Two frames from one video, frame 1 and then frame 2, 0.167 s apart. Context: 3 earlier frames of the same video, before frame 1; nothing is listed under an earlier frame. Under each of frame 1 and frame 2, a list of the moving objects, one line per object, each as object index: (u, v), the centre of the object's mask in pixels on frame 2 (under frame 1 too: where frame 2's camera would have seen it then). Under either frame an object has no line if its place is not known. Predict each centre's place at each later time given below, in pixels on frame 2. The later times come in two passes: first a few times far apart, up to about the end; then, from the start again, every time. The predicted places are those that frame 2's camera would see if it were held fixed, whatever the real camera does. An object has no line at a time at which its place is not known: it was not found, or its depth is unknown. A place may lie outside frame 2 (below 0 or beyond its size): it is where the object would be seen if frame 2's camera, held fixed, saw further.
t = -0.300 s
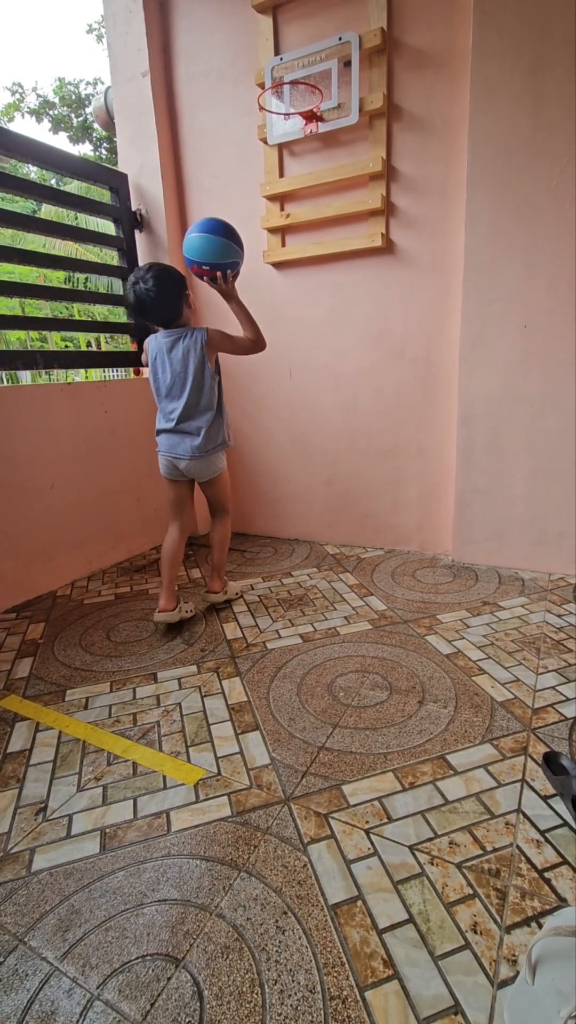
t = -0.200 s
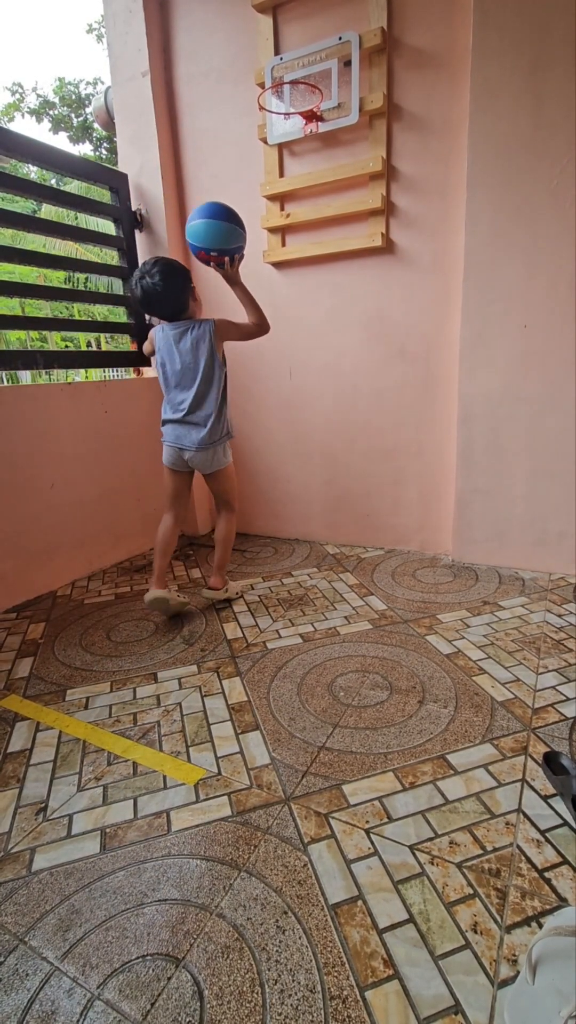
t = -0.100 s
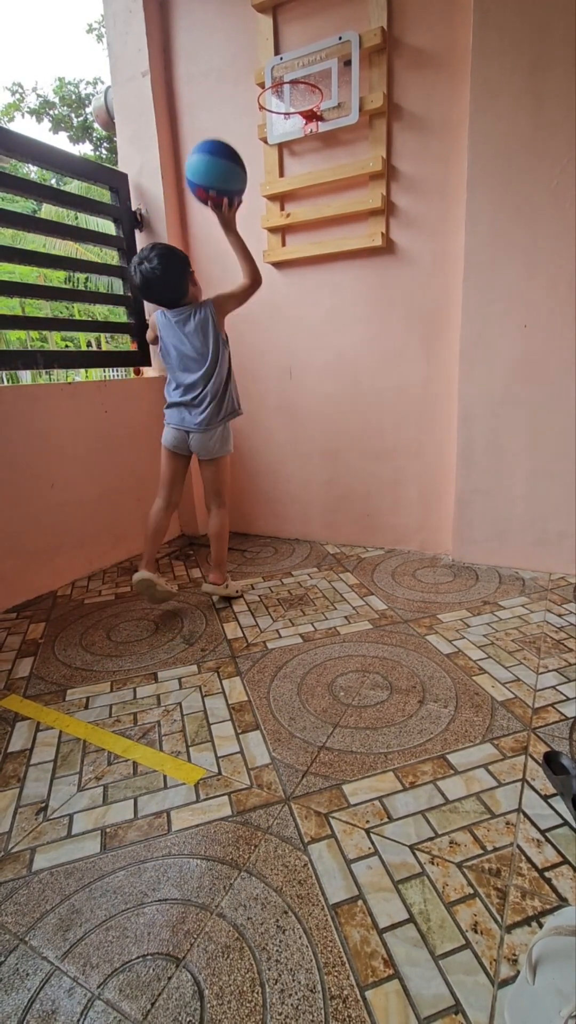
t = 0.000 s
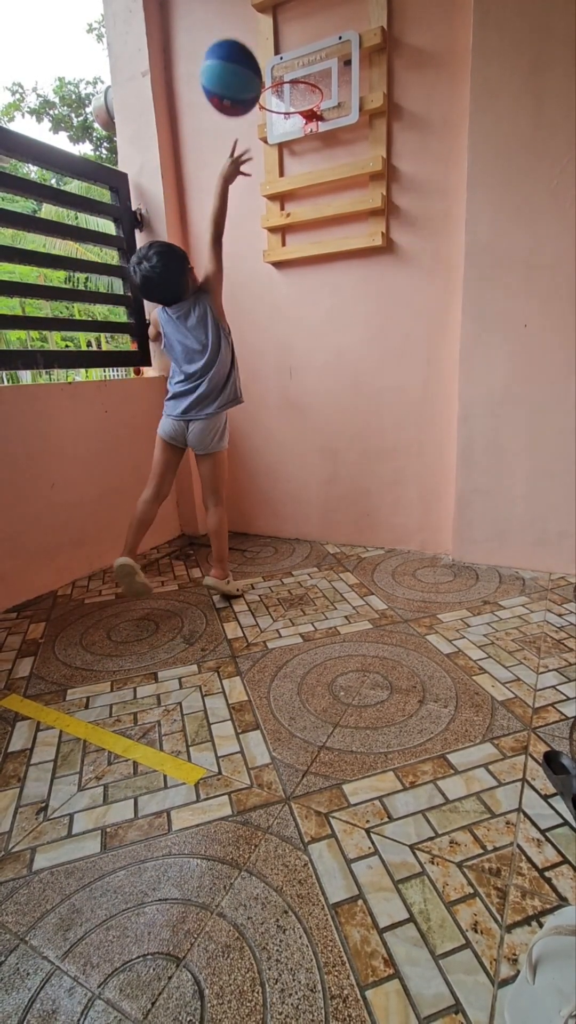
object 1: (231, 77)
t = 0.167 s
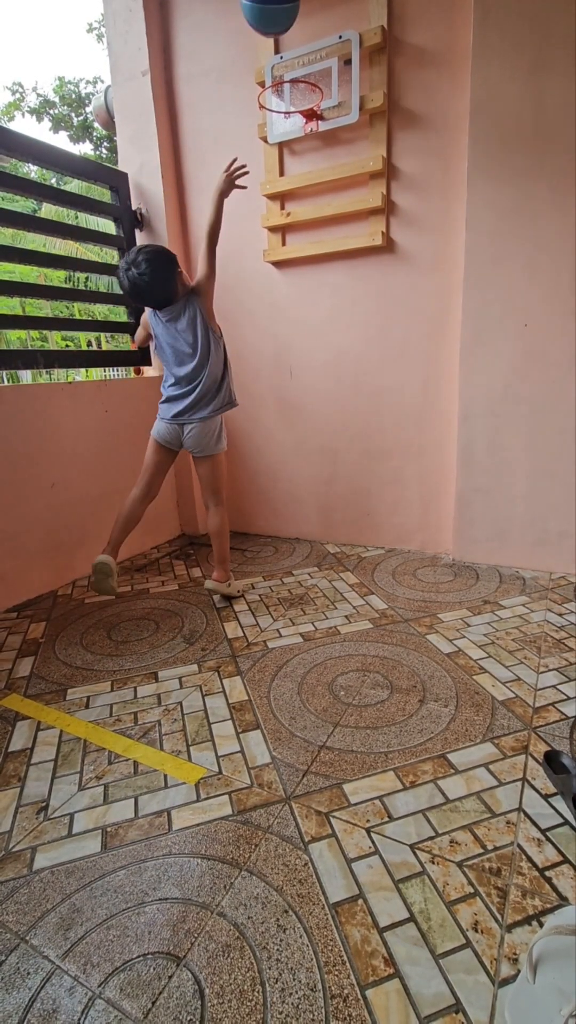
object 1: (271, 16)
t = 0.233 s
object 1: (286, 15)
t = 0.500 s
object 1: (339, 56)
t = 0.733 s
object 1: (356, 107)
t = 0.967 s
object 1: (375, 343)
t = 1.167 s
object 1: (388, 537)
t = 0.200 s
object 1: (278, 15)
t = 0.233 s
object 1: (286, 15)
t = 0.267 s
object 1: (294, 18)
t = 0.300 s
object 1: (302, 22)
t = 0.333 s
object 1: (309, 29)
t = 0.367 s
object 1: (317, 42)
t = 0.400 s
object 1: (325, 61)
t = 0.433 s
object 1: (331, 63)
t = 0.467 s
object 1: (337, 63)
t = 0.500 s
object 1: (339, 56)
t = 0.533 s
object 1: (341, 52)
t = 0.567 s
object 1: (343, 51)
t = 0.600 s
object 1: (346, 54)
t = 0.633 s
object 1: (348, 61)
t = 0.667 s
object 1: (350, 73)
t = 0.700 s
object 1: (353, 88)
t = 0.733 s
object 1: (356, 107)
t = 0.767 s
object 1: (358, 130)
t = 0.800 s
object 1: (361, 158)
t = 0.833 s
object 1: (364, 189)
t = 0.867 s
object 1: (367, 222)
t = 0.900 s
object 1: (370, 260)
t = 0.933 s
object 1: (372, 300)
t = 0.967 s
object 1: (375, 343)
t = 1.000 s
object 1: (377, 387)
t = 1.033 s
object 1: (380, 434)
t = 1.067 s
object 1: (382, 482)
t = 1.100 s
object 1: (384, 531)
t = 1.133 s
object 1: (386, 577)
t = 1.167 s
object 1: (388, 537)
